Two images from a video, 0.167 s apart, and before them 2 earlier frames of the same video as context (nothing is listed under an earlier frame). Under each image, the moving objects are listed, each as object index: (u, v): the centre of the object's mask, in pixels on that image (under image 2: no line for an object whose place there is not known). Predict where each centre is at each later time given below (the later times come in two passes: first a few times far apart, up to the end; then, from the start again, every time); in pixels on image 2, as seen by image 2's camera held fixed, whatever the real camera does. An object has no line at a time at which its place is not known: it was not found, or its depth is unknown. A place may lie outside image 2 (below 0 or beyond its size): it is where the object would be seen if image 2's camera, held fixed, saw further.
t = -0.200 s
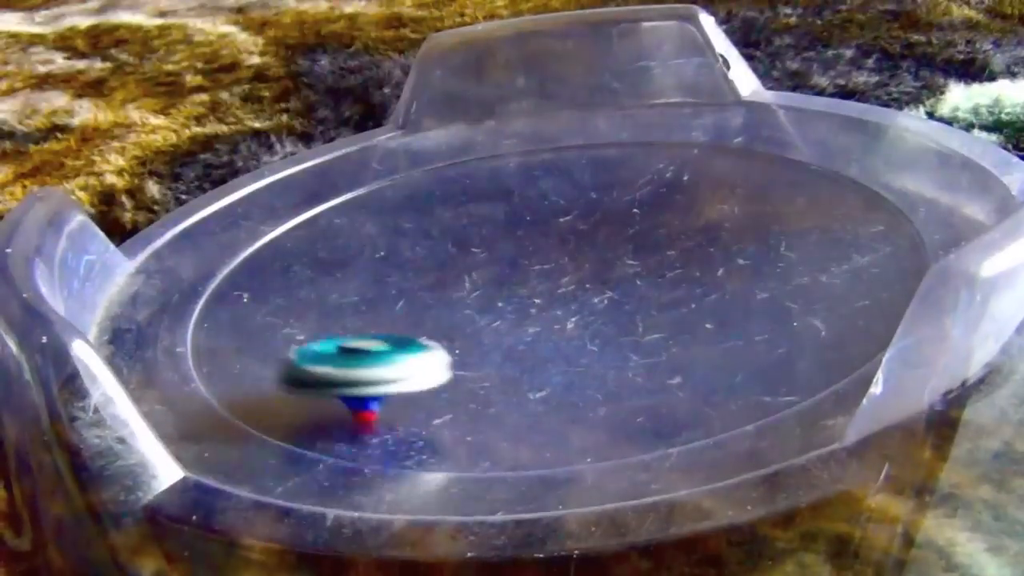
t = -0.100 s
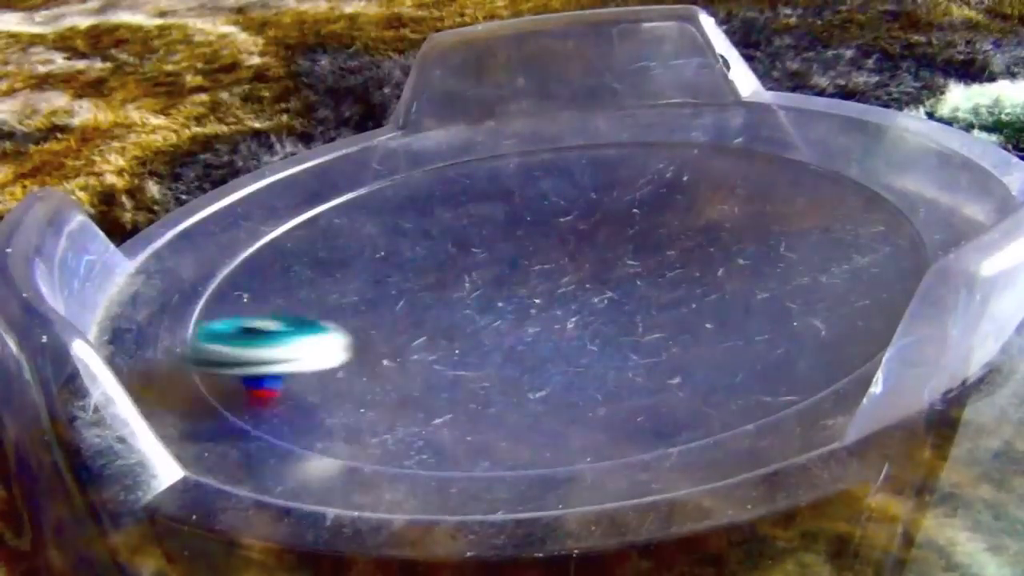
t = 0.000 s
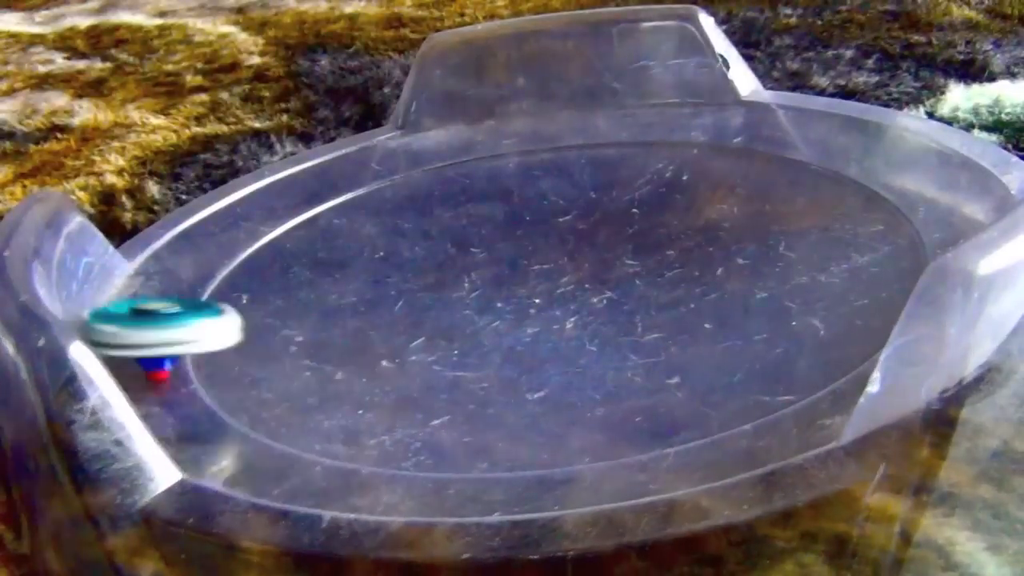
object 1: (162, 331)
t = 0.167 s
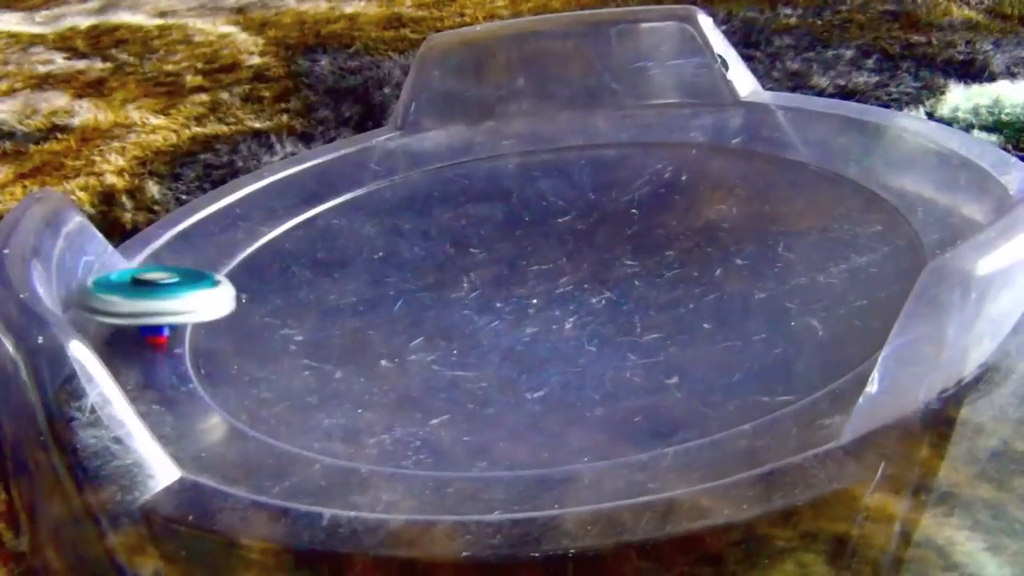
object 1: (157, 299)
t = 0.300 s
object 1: (162, 280)
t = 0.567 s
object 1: (166, 268)
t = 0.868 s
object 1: (194, 280)
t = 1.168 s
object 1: (582, 203)
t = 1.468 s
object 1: (258, 229)
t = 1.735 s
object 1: (738, 255)
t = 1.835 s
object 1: (734, 116)
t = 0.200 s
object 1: (157, 294)
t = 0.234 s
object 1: (159, 288)
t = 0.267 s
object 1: (161, 284)
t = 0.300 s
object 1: (162, 280)
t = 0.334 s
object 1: (163, 276)
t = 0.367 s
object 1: (165, 274)
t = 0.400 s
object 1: (165, 272)
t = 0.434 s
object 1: (165, 270)
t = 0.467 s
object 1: (166, 270)
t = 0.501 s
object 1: (166, 269)
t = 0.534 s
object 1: (166, 268)
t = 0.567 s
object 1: (166, 268)
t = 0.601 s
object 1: (166, 268)
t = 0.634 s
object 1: (167, 268)
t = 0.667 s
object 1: (167, 267)
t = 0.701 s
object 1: (167, 268)
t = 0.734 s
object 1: (167, 269)
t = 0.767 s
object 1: (167, 270)
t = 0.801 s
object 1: (168, 272)
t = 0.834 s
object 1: (178, 274)
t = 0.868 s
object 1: (194, 280)
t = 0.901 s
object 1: (220, 292)
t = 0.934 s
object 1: (257, 301)
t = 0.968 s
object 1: (304, 311)
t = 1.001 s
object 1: (371, 316)
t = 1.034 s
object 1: (440, 311)
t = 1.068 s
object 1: (501, 295)
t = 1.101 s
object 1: (548, 270)
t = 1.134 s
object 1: (574, 238)
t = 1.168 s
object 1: (582, 203)
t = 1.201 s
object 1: (570, 168)
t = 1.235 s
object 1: (537, 136)
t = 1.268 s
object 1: (490, 106)
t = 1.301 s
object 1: (454, 102)
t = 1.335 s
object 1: (415, 120)
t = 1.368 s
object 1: (376, 165)
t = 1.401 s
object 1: (338, 176)
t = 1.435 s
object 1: (294, 198)
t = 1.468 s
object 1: (258, 229)
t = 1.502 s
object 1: (244, 259)
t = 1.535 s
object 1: (257, 292)
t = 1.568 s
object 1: (305, 318)
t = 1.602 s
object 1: (383, 340)
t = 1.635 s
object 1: (476, 347)
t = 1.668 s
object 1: (583, 333)
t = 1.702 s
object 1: (673, 301)
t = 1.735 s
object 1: (738, 255)
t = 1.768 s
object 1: (768, 202)
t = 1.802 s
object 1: (764, 155)
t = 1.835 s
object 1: (734, 116)
